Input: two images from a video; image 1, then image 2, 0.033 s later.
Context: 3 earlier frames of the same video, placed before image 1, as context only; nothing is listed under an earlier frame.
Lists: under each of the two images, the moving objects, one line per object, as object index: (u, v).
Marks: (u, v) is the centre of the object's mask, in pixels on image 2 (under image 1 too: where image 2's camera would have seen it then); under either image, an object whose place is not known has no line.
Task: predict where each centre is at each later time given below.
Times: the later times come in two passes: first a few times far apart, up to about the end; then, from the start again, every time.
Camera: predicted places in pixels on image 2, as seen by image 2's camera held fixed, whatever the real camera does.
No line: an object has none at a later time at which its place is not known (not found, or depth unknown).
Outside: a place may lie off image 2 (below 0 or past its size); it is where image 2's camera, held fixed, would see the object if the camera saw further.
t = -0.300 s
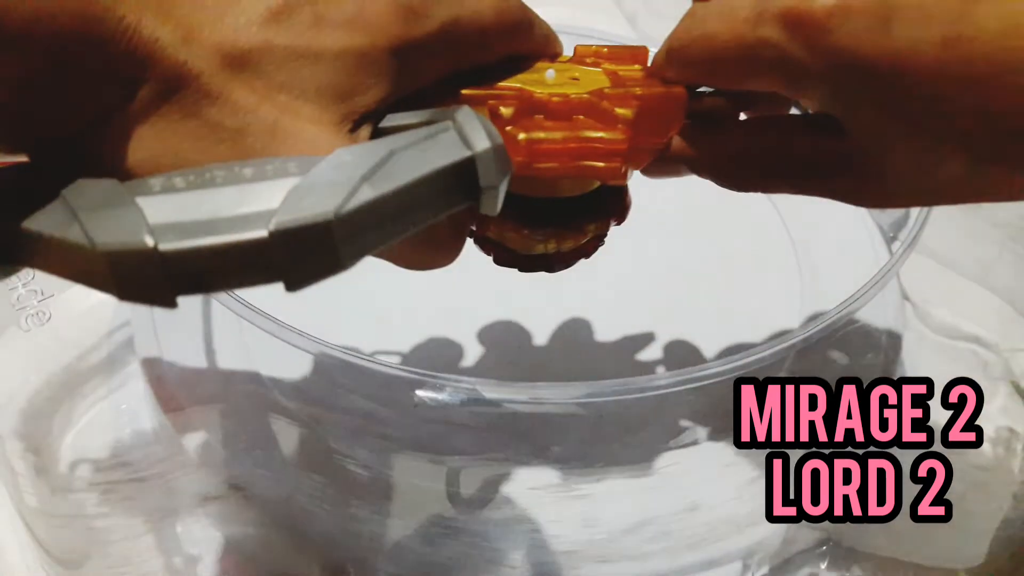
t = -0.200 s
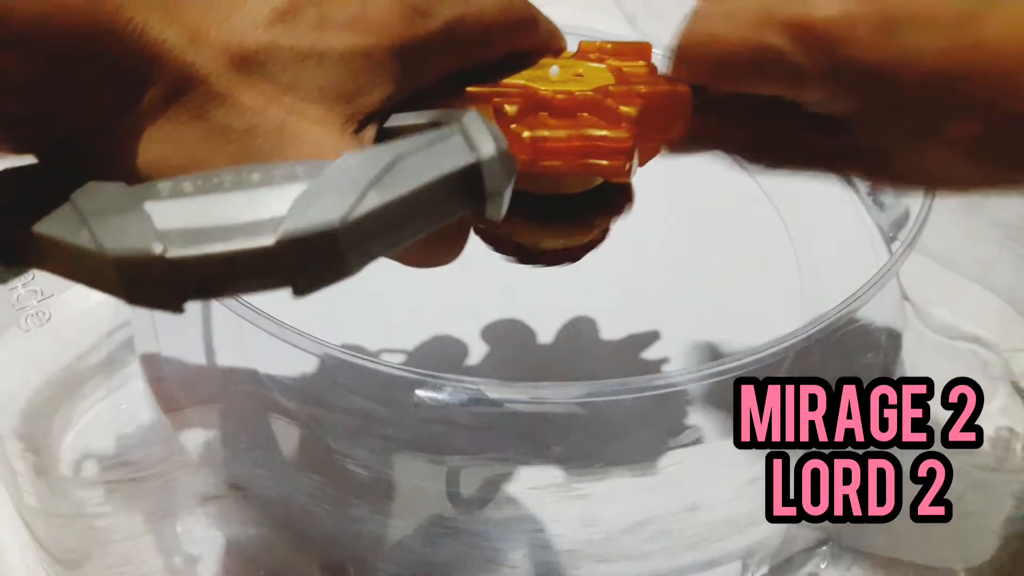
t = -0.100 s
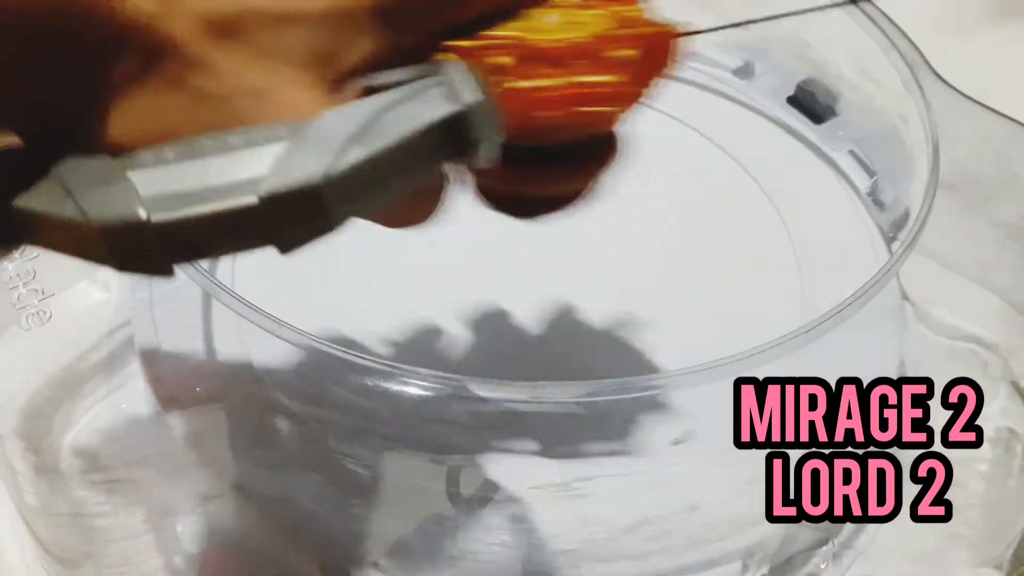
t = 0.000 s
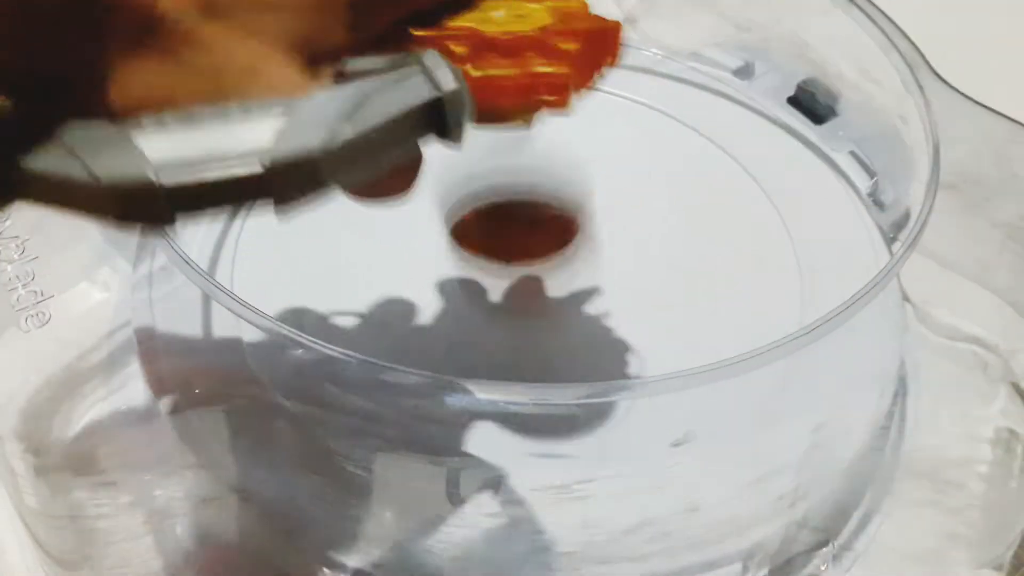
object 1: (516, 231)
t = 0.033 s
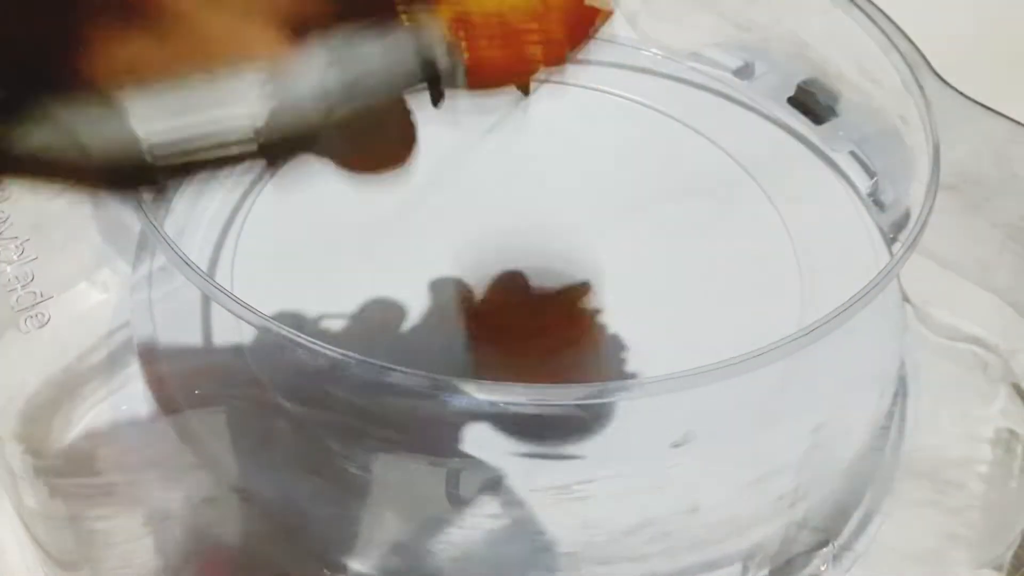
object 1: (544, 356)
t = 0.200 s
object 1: (627, 380)
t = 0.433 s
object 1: (651, 383)
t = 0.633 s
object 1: (579, 389)
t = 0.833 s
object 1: (561, 275)
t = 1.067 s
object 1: (726, 175)
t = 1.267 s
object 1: (746, 261)
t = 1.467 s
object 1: (591, 329)
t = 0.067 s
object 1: (554, 373)
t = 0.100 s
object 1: (575, 364)
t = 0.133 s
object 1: (596, 365)
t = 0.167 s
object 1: (615, 370)
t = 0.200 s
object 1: (627, 380)
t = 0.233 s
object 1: (639, 378)
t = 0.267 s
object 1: (648, 379)
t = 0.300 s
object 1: (653, 379)
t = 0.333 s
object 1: (657, 378)
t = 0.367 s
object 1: (658, 379)
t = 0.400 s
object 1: (656, 377)
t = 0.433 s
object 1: (651, 383)
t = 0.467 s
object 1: (644, 387)
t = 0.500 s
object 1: (634, 390)
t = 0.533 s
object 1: (622, 393)
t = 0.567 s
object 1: (609, 395)
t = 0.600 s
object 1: (594, 393)
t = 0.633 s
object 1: (579, 389)
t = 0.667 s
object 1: (565, 379)
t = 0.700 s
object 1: (554, 360)
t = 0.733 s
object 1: (545, 333)
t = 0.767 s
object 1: (545, 320)
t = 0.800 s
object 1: (549, 297)
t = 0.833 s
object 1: (561, 275)
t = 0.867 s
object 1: (577, 254)
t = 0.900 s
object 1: (598, 234)
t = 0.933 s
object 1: (621, 216)
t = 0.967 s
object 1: (646, 200)
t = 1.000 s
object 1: (672, 188)
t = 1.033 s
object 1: (699, 180)
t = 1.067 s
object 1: (726, 175)
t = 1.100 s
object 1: (751, 174)
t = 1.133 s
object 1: (770, 179)
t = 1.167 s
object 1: (775, 195)
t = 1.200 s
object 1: (769, 215)
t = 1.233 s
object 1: (759, 237)
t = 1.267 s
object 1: (746, 261)
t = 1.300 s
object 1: (730, 284)
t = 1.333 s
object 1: (710, 301)
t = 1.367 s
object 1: (688, 313)
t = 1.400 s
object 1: (659, 322)
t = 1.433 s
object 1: (628, 341)
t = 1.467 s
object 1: (591, 329)
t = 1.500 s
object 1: (555, 323)
